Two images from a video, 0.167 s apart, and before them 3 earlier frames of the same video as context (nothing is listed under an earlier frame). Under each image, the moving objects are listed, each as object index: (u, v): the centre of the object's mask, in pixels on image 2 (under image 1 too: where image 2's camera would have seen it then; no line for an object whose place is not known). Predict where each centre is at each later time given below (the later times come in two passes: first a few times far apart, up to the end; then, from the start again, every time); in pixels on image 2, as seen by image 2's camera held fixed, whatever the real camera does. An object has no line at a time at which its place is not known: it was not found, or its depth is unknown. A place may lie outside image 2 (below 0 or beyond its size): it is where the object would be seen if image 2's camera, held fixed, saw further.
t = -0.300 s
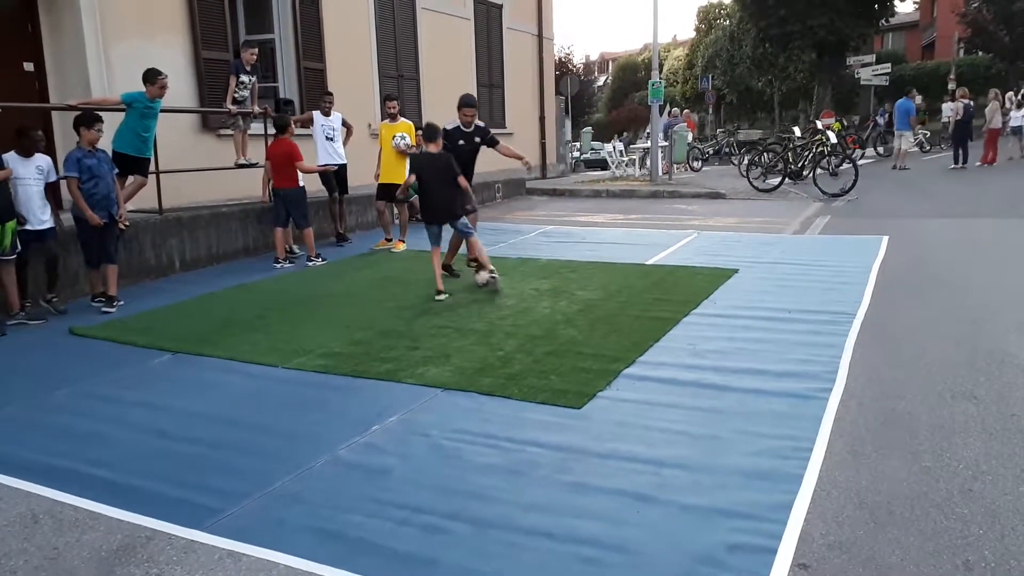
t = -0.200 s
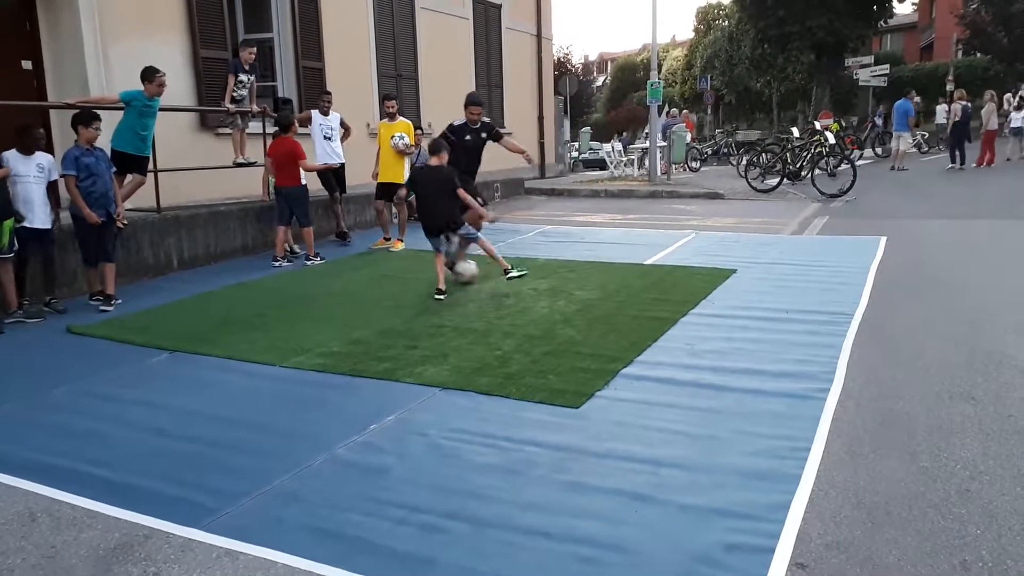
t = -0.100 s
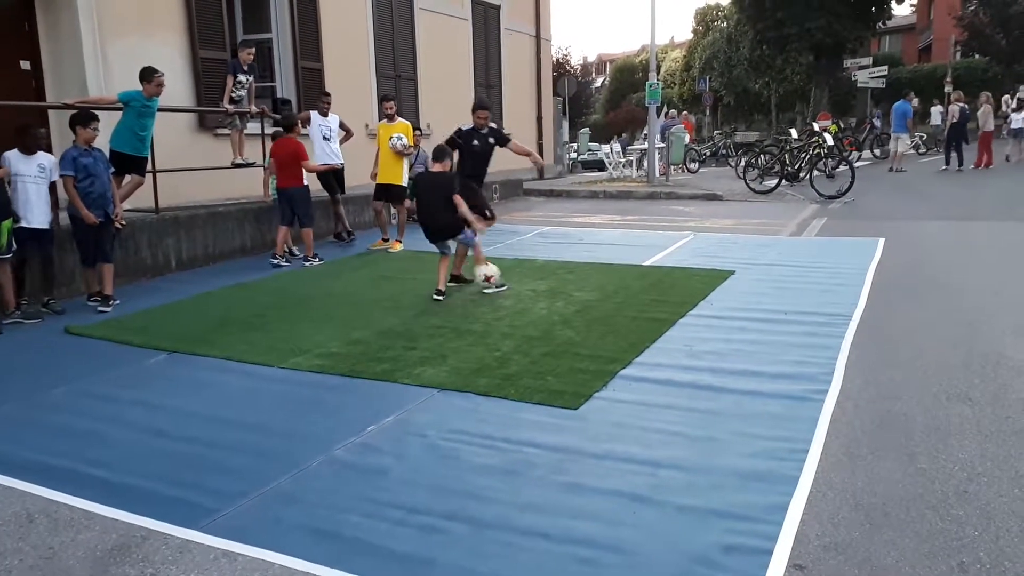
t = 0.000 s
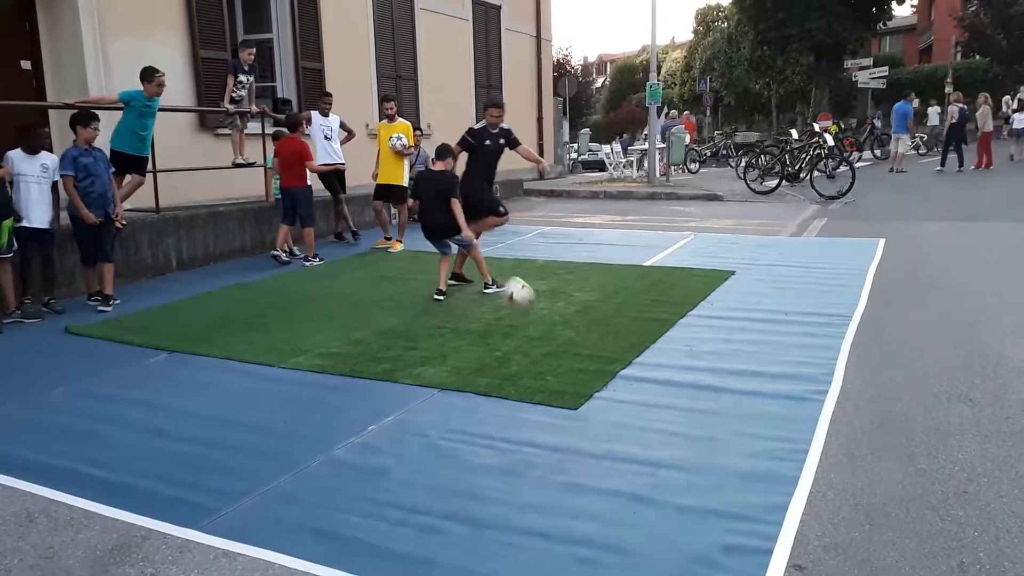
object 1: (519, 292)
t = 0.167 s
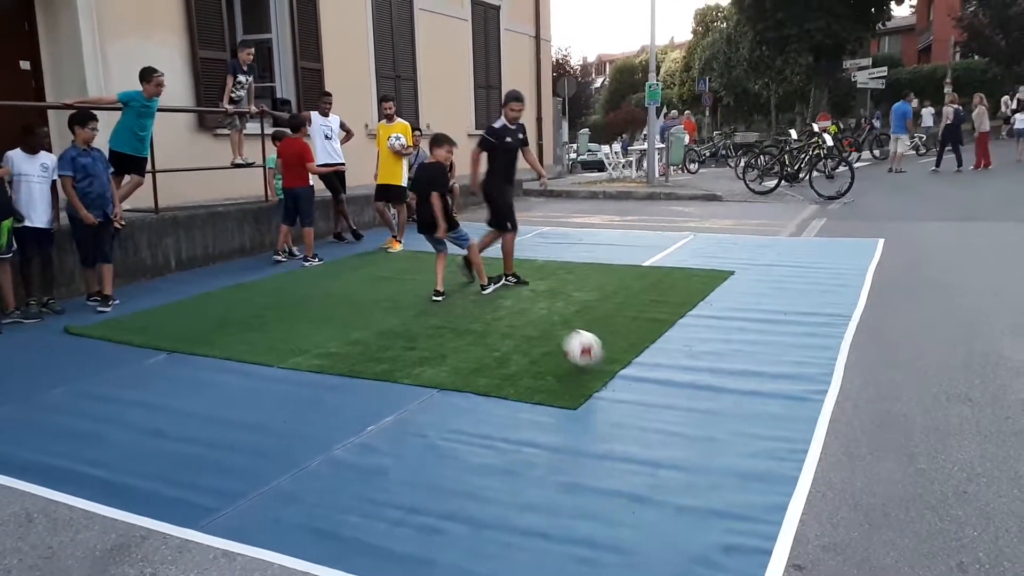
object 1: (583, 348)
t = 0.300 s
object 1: (641, 387)
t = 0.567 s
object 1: (831, 543)
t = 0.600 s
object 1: (858, 558)
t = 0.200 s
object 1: (596, 354)
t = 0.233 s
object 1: (608, 361)
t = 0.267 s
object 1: (625, 373)
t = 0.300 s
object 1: (641, 387)
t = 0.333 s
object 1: (665, 407)
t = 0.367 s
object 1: (688, 432)
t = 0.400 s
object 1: (709, 454)
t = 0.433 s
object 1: (729, 464)
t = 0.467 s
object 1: (751, 477)
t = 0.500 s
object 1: (769, 490)
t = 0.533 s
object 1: (805, 516)
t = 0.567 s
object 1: (831, 543)
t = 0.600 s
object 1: (858, 558)
